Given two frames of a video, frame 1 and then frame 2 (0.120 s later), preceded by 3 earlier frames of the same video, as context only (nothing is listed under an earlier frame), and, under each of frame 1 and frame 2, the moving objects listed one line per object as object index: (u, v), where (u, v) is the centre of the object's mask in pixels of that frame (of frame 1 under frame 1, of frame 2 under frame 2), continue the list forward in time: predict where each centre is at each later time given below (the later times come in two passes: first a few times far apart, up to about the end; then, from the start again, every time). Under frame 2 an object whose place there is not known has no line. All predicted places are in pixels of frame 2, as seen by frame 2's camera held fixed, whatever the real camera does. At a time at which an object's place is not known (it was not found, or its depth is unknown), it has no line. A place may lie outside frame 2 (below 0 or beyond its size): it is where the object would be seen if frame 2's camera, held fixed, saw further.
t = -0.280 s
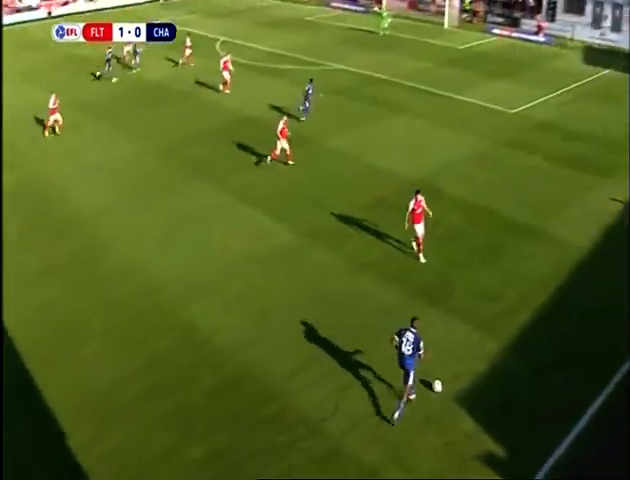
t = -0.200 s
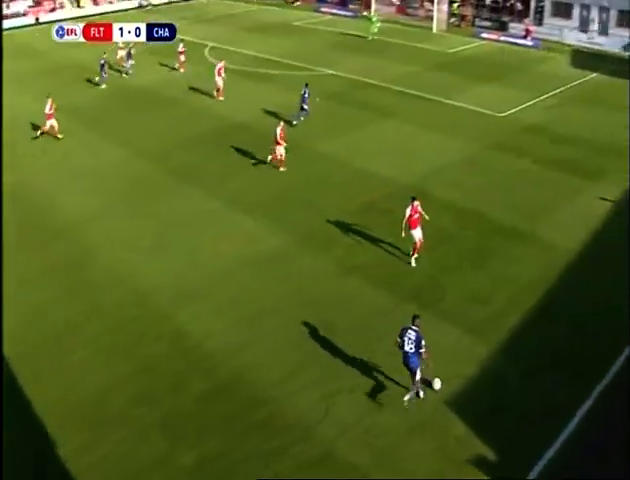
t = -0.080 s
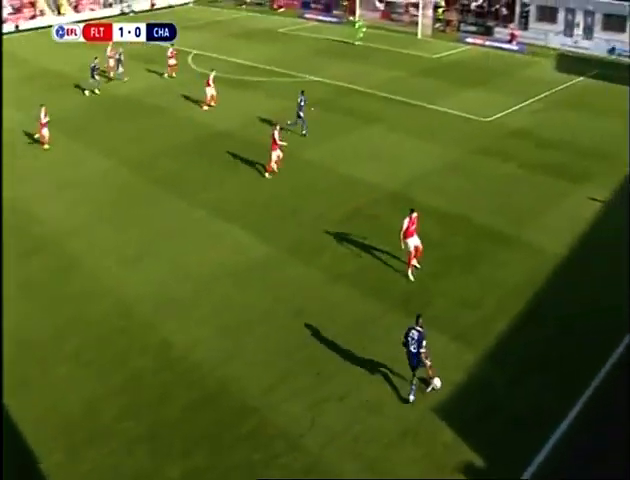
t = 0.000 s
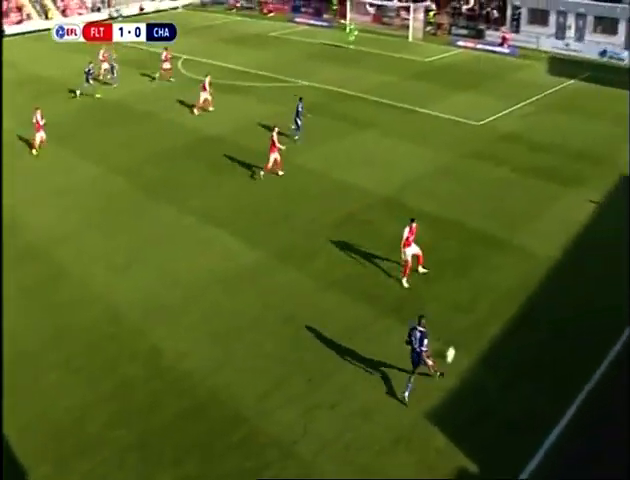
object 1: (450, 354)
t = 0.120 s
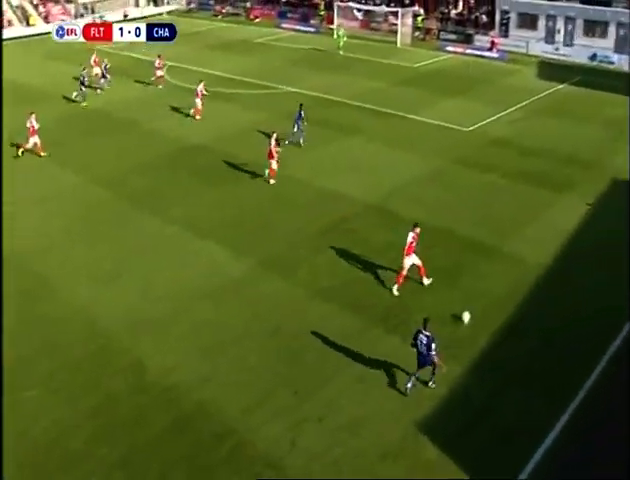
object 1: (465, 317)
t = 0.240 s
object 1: (485, 282)
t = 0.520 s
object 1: (510, 227)
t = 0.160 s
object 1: (472, 305)
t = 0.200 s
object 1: (480, 292)
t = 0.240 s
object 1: (485, 282)
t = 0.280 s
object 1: (489, 272)
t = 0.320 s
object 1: (494, 263)
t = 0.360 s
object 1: (498, 254)
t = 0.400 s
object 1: (501, 247)
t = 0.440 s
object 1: (504, 240)
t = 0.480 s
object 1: (507, 233)
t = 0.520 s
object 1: (510, 227)
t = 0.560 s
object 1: (513, 222)
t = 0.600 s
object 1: (515, 216)
